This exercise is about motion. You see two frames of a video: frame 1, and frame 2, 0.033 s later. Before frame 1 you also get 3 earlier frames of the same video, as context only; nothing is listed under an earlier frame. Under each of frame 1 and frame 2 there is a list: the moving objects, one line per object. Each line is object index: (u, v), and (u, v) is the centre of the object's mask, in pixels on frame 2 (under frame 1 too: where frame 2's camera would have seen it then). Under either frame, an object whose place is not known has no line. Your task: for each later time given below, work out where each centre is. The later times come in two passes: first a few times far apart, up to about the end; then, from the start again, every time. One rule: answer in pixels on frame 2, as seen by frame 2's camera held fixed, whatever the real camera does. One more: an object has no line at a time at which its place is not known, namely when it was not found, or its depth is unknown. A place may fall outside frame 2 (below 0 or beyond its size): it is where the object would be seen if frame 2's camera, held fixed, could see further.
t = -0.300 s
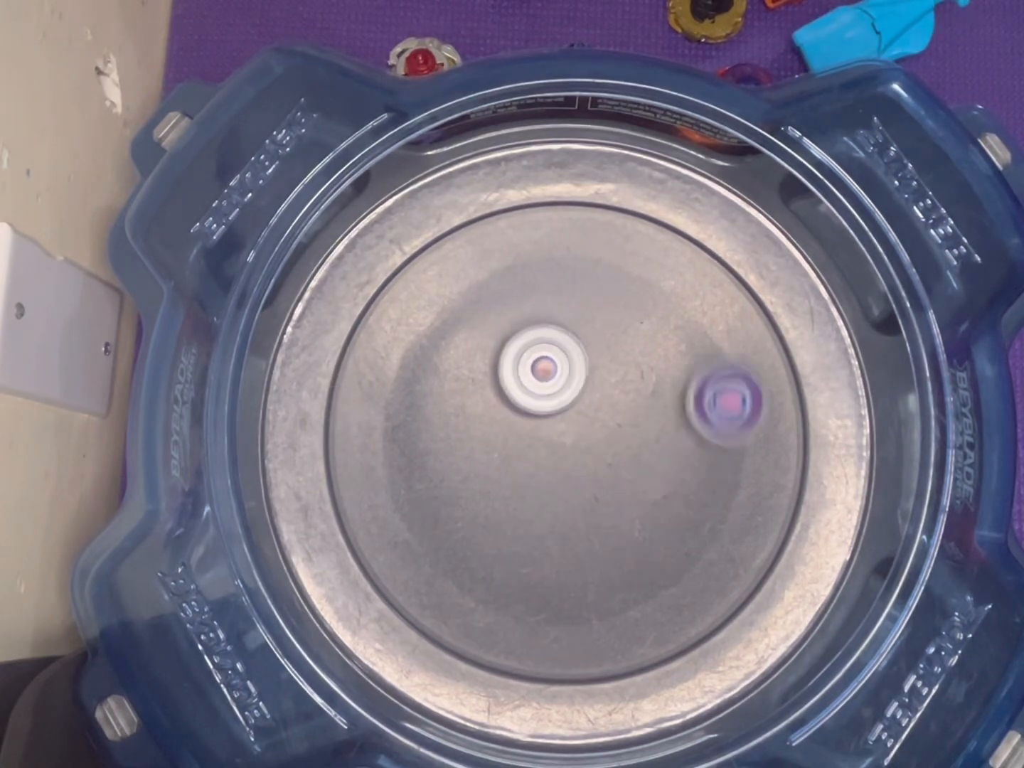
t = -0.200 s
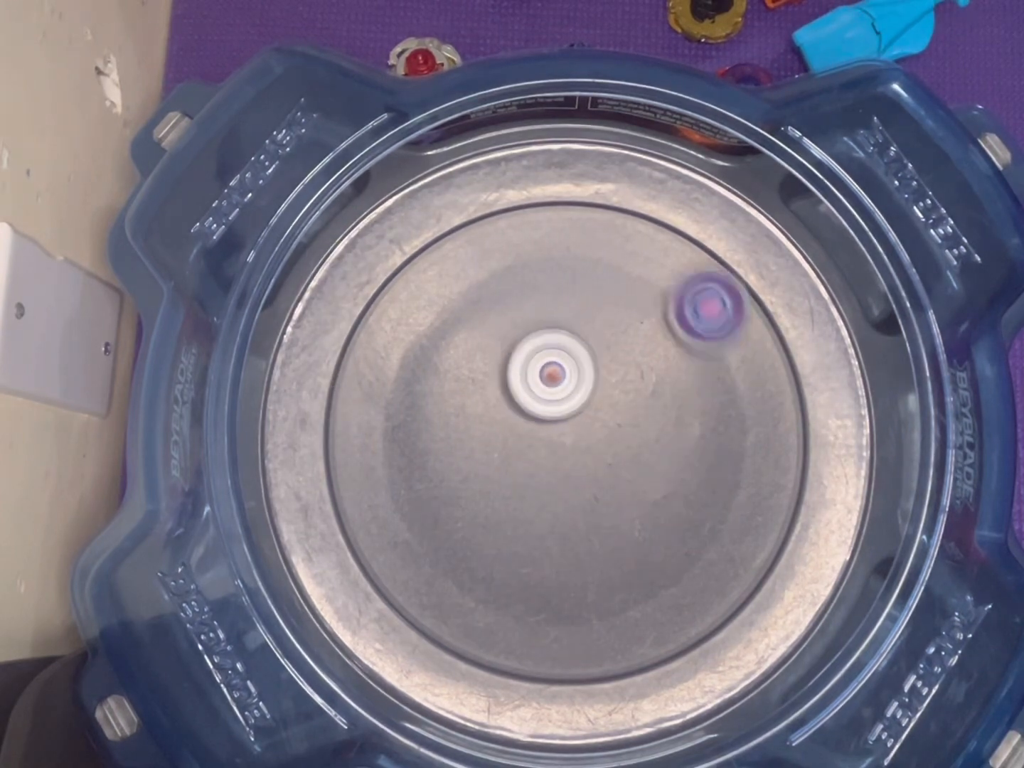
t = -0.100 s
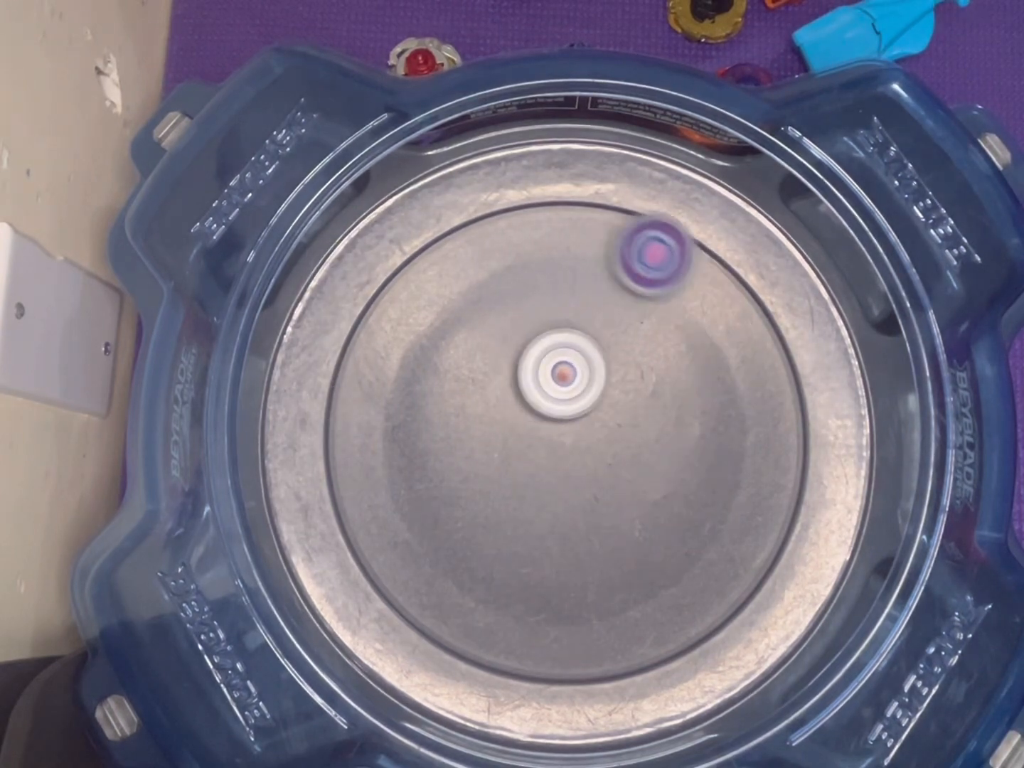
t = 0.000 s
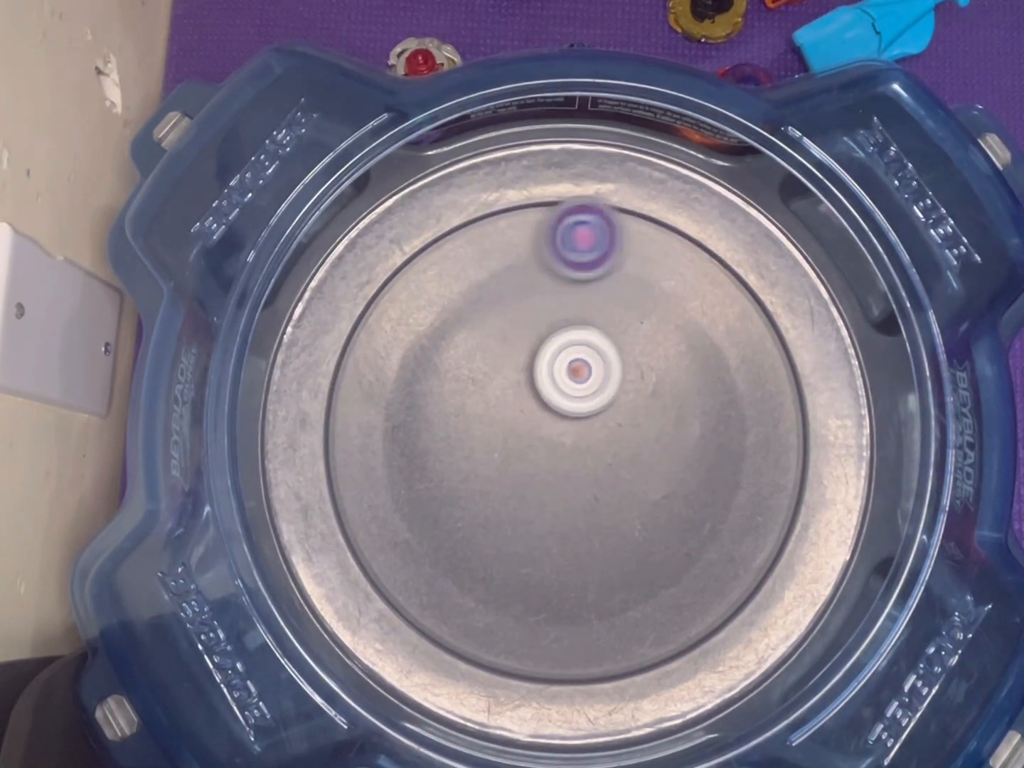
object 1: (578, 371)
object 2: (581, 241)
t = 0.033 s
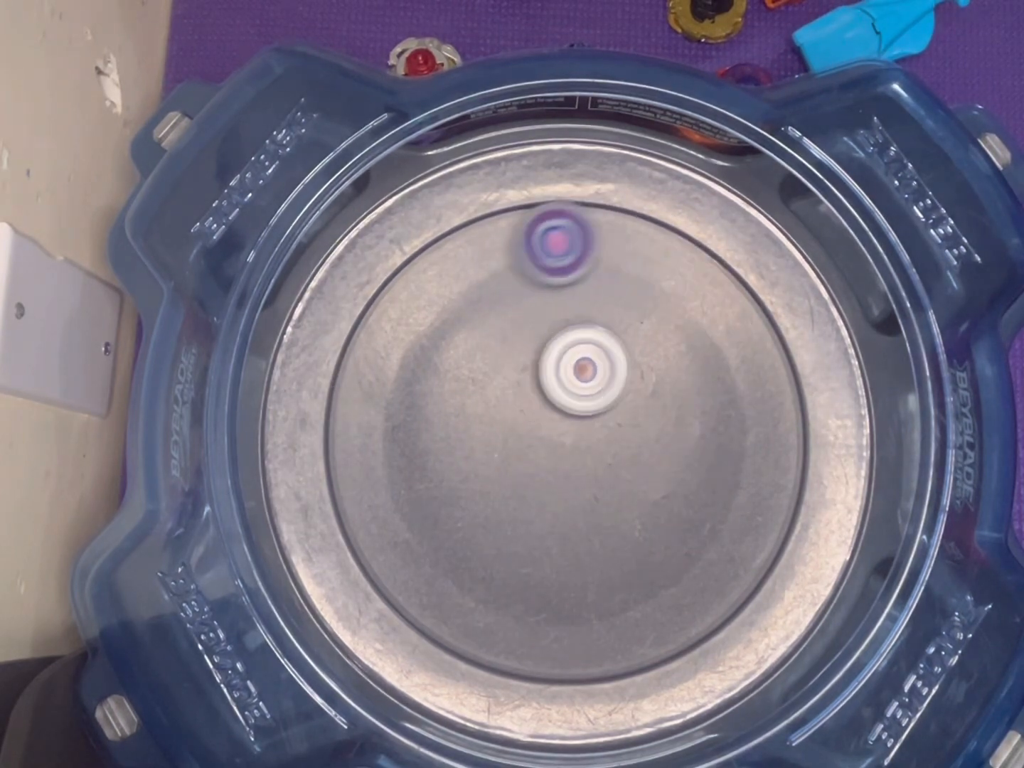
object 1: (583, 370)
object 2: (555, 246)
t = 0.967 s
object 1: (619, 461)
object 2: (639, 320)
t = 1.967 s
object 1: (532, 494)
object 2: (562, 375)
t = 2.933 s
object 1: (523, 452)
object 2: (633, 454)
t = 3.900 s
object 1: (656, 376)
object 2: (574, 535)
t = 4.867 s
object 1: (595, 451)
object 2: (578, 350)
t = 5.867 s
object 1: (711, 225)
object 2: (475, 616)
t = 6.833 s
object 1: (472, 335)
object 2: (531, 431)
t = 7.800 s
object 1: (573, 432)
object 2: (645, 360)
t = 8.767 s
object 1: (644, 592)
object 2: (480, 381)
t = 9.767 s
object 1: (519, 549)
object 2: (538, 317)
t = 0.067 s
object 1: (591, 369)
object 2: (529, 256)
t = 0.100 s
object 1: (597, 369)
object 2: (507, 271)
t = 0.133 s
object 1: (601, 371)
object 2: (487, 292)
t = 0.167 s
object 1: (603, 372)
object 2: (469, 318)
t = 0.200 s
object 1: (602, 372)
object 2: (456, 349)
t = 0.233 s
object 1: (600, 373)
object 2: (451, 379)
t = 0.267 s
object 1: (598, 375)
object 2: (455, 411)
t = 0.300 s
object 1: (597, 377)
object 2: (462, 446)
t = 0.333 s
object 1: (597, 378)
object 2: (475, 473)
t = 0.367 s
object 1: (597, 380)
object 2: (494, 498)
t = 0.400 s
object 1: (597, 383)
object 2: (517, 521)
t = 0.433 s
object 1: (600, 387)
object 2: (543, 538)
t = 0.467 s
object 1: (602, 391)
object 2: (573, 548)
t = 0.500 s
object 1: (602, 394)
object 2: (603, 553)
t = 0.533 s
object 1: (603, 397)
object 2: (633, 554)
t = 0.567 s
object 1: (605, 397)
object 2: (660, 547)
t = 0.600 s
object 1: (606, 399)
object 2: (685, 534)
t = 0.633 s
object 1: (606, 401)
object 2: (706, 516)
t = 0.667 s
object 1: (608, 404)
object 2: (724, 495)
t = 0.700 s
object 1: (610, 406)
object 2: (735, 471)
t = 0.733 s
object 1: (613, 410)
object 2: (740, 445)
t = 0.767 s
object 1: (616, 414)
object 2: (742, 419)
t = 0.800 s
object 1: (620, 418)
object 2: (738, 394)
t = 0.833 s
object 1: (623, 423)
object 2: (727, 373)
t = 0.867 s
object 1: (623, 432)
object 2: (709, 353)
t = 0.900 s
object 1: (622, 442)
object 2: (688, 335)
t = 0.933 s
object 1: (620, 452)
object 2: (665, 325)
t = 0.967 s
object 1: (619, 461)
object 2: (639, 320)
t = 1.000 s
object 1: (620, 468)
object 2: (610, 321)
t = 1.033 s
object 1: (621, 472)
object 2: (582, 327)
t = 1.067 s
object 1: (620, 476)
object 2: (558, 339)
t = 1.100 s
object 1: (620, 481)
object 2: (537, 354)
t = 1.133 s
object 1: (620, 483)
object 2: (518, 374)
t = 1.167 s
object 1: (618, 482)
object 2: (503, 398)
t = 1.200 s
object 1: (615, 482)
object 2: (494, 422)
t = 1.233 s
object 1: (613, 483)
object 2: (489, 450)
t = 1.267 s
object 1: (612, 482)
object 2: (489, 480)
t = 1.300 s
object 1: (609, 481)
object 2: (495, 505)
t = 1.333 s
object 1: (605, 482)
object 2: (506, 529)
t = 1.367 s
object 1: (603, 482)
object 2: (521, 553)
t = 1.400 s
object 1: (600, 481)
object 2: (541, 569)
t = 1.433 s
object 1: (597, 481)
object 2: (564, 583)
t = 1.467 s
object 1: (593, 483)
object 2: (589, 593)
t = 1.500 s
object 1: (591, 484)
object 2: (614, 595)
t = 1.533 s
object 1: (587, 486)
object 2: (639, 590)
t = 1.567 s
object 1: (582, 489)
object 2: (662, 581)
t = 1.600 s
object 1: (578, 492)
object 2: (684, 567)
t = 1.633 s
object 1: (574, 493)
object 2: (699, 547)
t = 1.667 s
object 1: (569, 495)
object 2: (709, 523)
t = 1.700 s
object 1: (565, 496)
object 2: (715, 498)
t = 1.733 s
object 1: (562, 496)
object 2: (713, 471)
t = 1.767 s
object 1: (559, 497)
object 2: (702, 445)
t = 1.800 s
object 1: (557, 499)
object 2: (686, 421)
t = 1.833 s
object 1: (555, 499)
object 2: (663, 400)
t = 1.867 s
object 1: (552, 499)
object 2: (639, 386)
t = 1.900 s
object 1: (546, 499)
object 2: (613, 377)
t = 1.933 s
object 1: (539, 497)
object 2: (588, 372)
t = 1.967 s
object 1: (532, 494)
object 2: (562, 375)
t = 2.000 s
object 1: (525, 491)
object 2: (536, 380)
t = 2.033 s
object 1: (521, 488)
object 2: (511, 390)
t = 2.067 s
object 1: (522, 496)
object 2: (486, 394)
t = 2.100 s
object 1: (531, 533)
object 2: (457, 370)
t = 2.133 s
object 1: (539, 563)
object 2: (436, 356)
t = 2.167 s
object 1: (547, 584)
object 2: (416, 348)
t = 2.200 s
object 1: (554, 597)
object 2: (398, 347)
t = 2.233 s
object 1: (560, 600)
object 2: (383, 354)
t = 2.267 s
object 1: (567, 596)
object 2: (369, 367)
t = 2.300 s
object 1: (575, 586)
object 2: (357, 386)
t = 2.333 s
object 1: (582, 572)
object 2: (348, 408)
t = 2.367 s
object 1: (586, 557)
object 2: (342, 433)
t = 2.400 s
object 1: (588, 543)
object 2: (339, 458)
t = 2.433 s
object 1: (589, 529)
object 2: (339, 485)
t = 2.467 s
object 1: (587, 515)
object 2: (348, 509)
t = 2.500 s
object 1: (584, 503)
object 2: (362, 531)
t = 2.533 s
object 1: (580, 492)
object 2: (379, 549)
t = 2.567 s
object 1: (576, 482)
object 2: (399, 566)
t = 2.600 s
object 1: (571, 474)
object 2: (422, 578)
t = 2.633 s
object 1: (567, 466)
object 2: (448, 585)
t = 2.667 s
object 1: (561, 460)
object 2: (476, 588)
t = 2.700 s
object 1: (555, 457)
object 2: (504, 589)
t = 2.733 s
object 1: (550, 455)
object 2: (533, 583)
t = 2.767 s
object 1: (544, 453)
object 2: (558, 571)
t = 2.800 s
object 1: (538, 453)
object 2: (581, 555)
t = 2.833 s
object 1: (534, 453)
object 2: (601, 535)
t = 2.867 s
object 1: (529, 452)
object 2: (616, 511)
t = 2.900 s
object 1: (525, 452)
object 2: (626, 482)
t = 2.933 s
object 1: (523, 452)
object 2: (633, 454)
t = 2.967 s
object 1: (522, 450)
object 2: (633, 425)
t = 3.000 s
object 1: (521, 449)
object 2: (628, 397)
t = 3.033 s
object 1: (522, 449)
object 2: (621, 372)
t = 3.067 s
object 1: (523, 448)
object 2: (609, 350)
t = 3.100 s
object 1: (523, 448)
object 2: (592, 329)
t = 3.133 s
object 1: (524, 448)
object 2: (572, 314)
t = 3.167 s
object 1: (525, 447)
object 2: (549, 303)
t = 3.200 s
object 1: (525, 446)
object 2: (528, 298)
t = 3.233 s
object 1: (525, 446)
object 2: (505, 296)
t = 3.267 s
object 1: (525, 445)
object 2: (483, 303)
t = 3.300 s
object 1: (524, 443)
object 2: (458, 328)
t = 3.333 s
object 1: (524, 441)
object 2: (439, 343)
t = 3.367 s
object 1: (524, 438)
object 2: (429, 362)
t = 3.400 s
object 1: (524, 435)
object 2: (423, 383)
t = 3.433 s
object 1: (524, 433)
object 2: (422, 410)
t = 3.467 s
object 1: (525, 430)
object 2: (426, 435)
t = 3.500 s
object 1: (530, 427)
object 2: (433, 461)
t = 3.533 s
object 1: (571, 426)
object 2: (410, 476)
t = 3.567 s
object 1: (607, 426)
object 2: (401, 483)
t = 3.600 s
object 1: (633, 425)
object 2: (397, 503)
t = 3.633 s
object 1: (654, 423)
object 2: (403, 504)
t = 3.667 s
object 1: (671, 418)
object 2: (416, 520)
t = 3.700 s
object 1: (681, 413)
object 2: (436, 535)
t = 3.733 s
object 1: (684, 407)
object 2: (460, 547)
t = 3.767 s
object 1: (683, 402)
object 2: (484, 554)
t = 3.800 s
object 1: (678, 395)
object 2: (509, 555)
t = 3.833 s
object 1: (672, 387)
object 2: (533, 552)
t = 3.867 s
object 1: (664, 381)
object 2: (555, 545)
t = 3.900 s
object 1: (656, 376)
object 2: (574, 535)
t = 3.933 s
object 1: (646, 372)
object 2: (592, 521)
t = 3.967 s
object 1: (636, 371)
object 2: (605, 504)
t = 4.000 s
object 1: (626, 370)
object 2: (616, 485)
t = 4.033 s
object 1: (619, 368)
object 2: (625, 465)
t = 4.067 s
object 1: (614, 298)
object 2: (630, 501)
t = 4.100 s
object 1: (606, 232)
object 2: (632, 544)
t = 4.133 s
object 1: (589, 197)
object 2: (633, 577)
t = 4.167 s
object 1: (569, 194)
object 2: (633, 601)
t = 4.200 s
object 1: (547, 198)
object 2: (636, 618)
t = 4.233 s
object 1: (524, 209)
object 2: (639, 625)
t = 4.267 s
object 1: (507, 238)
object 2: (644, 623)
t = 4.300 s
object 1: (490, 271)
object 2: (653, 614)
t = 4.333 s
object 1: (478, 304)
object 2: (663, 600)
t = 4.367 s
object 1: (470, 336)
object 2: (675, 582)
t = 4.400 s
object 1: (469, 362)
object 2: (689, 561)
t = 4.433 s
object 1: (469, 389)
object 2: (699, 540)
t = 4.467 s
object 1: (474, 410)
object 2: (705, 520)
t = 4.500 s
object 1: (481, 427)
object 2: (707, 499)
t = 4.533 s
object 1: (492, 441)
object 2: (707, 477)
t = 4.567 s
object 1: (504, 450)
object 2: (704, 456)
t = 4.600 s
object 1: (516, 454)
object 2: (699, 438)
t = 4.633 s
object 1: (526, 457)
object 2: (690, 420)
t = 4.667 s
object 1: (538, 459)
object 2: (677, 402)
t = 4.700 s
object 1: (550, 460)
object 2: (663, 386)
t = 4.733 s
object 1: (562, 459)
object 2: (647, 372)
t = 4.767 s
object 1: (574, 459)
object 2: (629, 363)
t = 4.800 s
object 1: (583, 457)
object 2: (612, 356)
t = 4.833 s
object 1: (587, 453)
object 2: (596, 350)
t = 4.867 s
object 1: (595, 451)
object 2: (578, 350)
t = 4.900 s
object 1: (602, 447)
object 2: (558, 351)
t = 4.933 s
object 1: (607, 442)
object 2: (539, 353)
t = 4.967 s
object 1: (611, 437)
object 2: (524, 359)
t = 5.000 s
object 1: (612, 432)
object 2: (508, 368)
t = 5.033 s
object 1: (614, 427)
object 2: (494, 379)
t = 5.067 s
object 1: (617, 423)
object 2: (483, 391)
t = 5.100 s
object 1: (620, 420)
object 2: (475, 406)
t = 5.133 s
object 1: (621, 420)
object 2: (469, 421)
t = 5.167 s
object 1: (624, 421)
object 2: (466, 434)
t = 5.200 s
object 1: (626, 422)
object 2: (465, 449)
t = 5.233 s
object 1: (627, 424)
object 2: (466, 464)
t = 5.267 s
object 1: (626, 427)
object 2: (469, 477)
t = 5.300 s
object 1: (625, 430)
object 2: (475, 489)
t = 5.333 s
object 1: (623, 434)
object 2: (483, 500)
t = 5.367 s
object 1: (622, 437)
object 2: (491, 509)
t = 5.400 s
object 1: (619, 441)
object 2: (501, 517)
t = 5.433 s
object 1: (616, 445)
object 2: (514, 523)
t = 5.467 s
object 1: (614, 450)
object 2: (527, 527)
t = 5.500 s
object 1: (611, 455)
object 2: (538, 529)
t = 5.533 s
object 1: (611, 458)
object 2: (551, 528)
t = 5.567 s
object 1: (617, 452)
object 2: (557, 531)
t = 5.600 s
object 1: (619, 450)
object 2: (564, 530)
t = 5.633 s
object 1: (620, 444)
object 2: (571, 528)
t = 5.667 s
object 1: (652, 405)
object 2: (550, 558)
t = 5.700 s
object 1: (681, 366)
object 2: (528, 586)
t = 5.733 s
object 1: (706, 327)
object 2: (508, 605)
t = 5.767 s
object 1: (721, 293)
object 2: (492, 618)
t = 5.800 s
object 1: (727, 262)
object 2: (480, 622)
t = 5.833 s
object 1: (722, 242)
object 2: (474, 621)
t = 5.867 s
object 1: (711, 225)
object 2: (475, 616)
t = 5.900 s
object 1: (696, 212)
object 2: (481, 608)
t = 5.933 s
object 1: (685, 206)
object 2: (492, 599)
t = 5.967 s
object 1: (673, 200)
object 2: (506, 591)
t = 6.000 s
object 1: (659, 198)
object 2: (521, 583)
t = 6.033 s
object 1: (647, 199)
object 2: (537, 575)
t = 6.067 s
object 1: (634, 201)
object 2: (552, 566)
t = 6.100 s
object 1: (619, 206)
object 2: (565, 555)
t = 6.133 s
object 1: (603, 219)
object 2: (574, 542)
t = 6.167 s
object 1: (588, 231)
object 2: (582, 525)
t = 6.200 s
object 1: (572, 248)
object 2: (587, 508)
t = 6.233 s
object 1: (560, 266)
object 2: (590, 491)
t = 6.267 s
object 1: (547, 283)
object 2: (588, 476)
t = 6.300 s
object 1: (536, 303)
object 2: (584, 458)
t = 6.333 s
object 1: (530, 321)
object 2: (577, 443)
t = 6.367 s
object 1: (525, 336)
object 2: (569, 428)
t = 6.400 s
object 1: (519, 331)
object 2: (567, 432)
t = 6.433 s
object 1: (509, 307)
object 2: (568, 451)
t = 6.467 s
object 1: (499, 289)
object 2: (566, 464)
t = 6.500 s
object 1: (490, 277)
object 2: (562, 473)
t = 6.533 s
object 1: (481, 269)
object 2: (557, 476)
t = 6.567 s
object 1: (472, 269)
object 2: (549, 476)
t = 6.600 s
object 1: (465, 274)
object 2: (543, 471)
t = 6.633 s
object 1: (458, 284)
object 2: (540, 462)
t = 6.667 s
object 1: (455, 298)
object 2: (538, 452)
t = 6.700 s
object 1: (455, 306)
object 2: (537, 443)
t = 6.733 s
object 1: (459, 320)
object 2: (534, 435)
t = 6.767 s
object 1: (467, 332)
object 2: (531, 427)
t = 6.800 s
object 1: (472, 341)
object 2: (527, 420)
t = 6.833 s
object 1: (472, 335)
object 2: (531, 431)
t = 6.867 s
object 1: (471, 327)
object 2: (540, 444)
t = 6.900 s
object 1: (475, 326)
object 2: (548, 452)
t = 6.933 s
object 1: (481, 327)
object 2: (553, 454)
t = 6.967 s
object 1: (487, 333)
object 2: (559, 451)
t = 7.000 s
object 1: (494, 339)
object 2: (564, 447)
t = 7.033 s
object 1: (498, 347)
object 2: (569, 440)
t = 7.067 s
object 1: (505, 356)
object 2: (573, 432)
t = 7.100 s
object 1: (507, 362)
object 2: (574, 425)
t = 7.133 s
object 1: (482, 316)
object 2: (604, 462)
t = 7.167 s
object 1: (447, 266)
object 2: (639, 511)
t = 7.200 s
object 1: (428, 235)
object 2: (671, 550)
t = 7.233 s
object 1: (427, 228)
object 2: (698, 577)
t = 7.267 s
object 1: (430, 226)
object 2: (720, 599)
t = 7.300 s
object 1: (433, 236)
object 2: (738, 610)
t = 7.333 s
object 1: (452, 262)
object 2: (743, 607)
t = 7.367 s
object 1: (480, 304)
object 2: (741, 596)
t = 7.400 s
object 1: (508, 348)
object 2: (739, 580)
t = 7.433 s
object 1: (537, 389)
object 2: (736, 559)
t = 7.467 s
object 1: (565, 431)
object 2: (733, 538)
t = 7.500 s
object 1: (596, 471)
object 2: (729, 516)
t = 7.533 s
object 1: (624, 507)
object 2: (725, 495)
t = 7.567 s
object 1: (651, 541)
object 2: (720, 474)
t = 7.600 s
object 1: (675, 567)
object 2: (715, 453)
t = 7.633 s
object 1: (695, 592)
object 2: (706, 433)
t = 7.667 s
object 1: (693, 593)
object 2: (694, 415)
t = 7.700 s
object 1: (664, 554)
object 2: (682, 400)
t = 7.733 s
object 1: (634, 513)
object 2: (668, 388)
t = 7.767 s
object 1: (608, 467)
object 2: (652, 376)
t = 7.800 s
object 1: (573, 432)
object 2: (645, 360)
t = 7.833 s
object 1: (531, 413)
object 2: (646, 330)
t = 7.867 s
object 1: (494, 396)
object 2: (640, 311)
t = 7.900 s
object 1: (462, 385)
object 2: (628, 297)
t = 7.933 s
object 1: (436, 379)
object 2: (612, 287)
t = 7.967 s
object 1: (416, 374)
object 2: (593, 279)
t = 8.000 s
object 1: (407, 372)
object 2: (573, 276)
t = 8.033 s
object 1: (403, 371)
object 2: (555, 275)
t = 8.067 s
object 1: (407, 373)
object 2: (539, 278)
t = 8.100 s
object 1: (415, 378)
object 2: (523, 283)
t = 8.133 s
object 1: (423, 385)
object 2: (510, 288)
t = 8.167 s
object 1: (432, 390)
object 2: (498, 296)
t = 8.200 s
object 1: (441, 396)
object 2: (486, 305)
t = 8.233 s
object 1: (451, 401)
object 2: (475, 314)
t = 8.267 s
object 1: (449, 448)
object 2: (481, 294)
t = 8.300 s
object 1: (445, 499)
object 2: (491, 274)
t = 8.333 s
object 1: (446, 546)
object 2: (499, 263)
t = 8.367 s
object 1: (458, 587)
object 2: (505, 259)
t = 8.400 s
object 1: (474, 619)
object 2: (507, 259)
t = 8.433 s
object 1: (495, 641)
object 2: (504, 263)
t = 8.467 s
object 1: (521, 653)
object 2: (499, 269)
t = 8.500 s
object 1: (548, 658)
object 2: (492, 277)
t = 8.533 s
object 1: (574, 659)
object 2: (484, 287)
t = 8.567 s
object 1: (599, 656)
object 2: (478, 298)
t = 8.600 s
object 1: (618, 649)
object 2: (472, 310)
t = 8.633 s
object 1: (632, 640)
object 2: (469, 324)
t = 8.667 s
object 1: (640, 630)
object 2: (468, 340)
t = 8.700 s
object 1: (645, 619)
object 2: (469, 353)
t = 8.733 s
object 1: (645, 606)
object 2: (474, 368)
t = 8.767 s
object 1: (644, 592)
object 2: (480, 381)
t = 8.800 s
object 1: (641, 578)
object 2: (488, 394)
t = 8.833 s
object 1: (637, 563)
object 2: (498, 406)
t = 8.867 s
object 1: (633, 550)
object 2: (508, 417)
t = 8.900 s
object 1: (628, 538)
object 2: (519, 427)
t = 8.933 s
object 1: (624, 527)
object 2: (530, 435)
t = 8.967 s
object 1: (620, 518)
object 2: (542, 442)
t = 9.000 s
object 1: (619, 514)
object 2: (551, 445)
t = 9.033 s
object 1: (625, 531)
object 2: (555, 431)
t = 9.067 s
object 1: (630, 545)
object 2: (558, 418)
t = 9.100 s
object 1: (633, 554)
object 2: (562, 405)
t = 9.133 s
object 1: (635, 562)
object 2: (566, 398)
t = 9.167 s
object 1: (635, 563)
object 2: (571, 396)
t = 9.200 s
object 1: (634, 558)
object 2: (575, 399)
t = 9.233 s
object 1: (631, 550)
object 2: (581, 405)
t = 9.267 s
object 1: (628, 541)
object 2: (587, 412)
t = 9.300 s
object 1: (625, 532)
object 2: (593, 418)
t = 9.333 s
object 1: (622, 524)
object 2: (599, 425)
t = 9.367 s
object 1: (617, 528)
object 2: (605, 423)
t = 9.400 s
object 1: (611, 579)
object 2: (612, 374)
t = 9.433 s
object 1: (603, 622)
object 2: (617, 334)
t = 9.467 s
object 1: (594, 653)
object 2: (619, 303)
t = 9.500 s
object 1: (587, 669)
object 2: (618, 281)
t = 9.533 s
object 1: (578, 655)
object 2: (612, 270)
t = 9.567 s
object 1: (569, 639)
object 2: (603, 268)
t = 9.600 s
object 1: (560, 624)
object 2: (591, 272)
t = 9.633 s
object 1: (551, 608)
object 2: (578, 277)
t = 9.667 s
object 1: (541, 593)
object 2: (566, 285)
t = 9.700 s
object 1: (534, 578)
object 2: (555, 295)
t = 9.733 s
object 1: (526, 562)
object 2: (545, 304)
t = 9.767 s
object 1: (519, 549)
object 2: (538, 317)
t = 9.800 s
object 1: (510, 535)
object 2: (530, 330)
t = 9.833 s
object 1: (502, 524)
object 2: (524, 344)
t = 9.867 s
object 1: (491, 510)
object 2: (520, 359)
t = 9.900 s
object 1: (479, 498)
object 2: (517, 373)
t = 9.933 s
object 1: (468, 485)
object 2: (515, 388)
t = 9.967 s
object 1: (460, 473)
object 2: (515, 403)
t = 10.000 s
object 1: (424, 477)
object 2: (543, 400)
